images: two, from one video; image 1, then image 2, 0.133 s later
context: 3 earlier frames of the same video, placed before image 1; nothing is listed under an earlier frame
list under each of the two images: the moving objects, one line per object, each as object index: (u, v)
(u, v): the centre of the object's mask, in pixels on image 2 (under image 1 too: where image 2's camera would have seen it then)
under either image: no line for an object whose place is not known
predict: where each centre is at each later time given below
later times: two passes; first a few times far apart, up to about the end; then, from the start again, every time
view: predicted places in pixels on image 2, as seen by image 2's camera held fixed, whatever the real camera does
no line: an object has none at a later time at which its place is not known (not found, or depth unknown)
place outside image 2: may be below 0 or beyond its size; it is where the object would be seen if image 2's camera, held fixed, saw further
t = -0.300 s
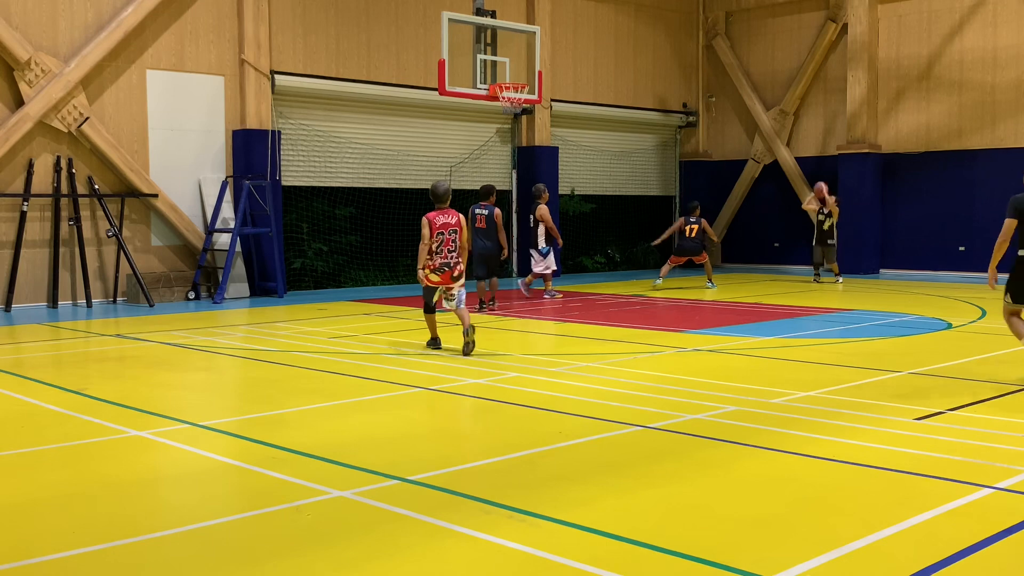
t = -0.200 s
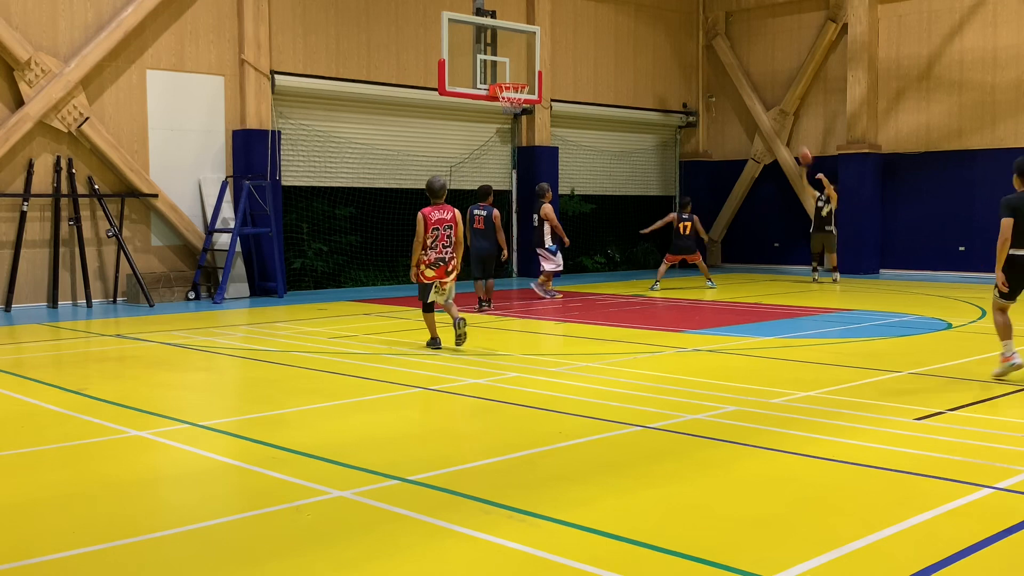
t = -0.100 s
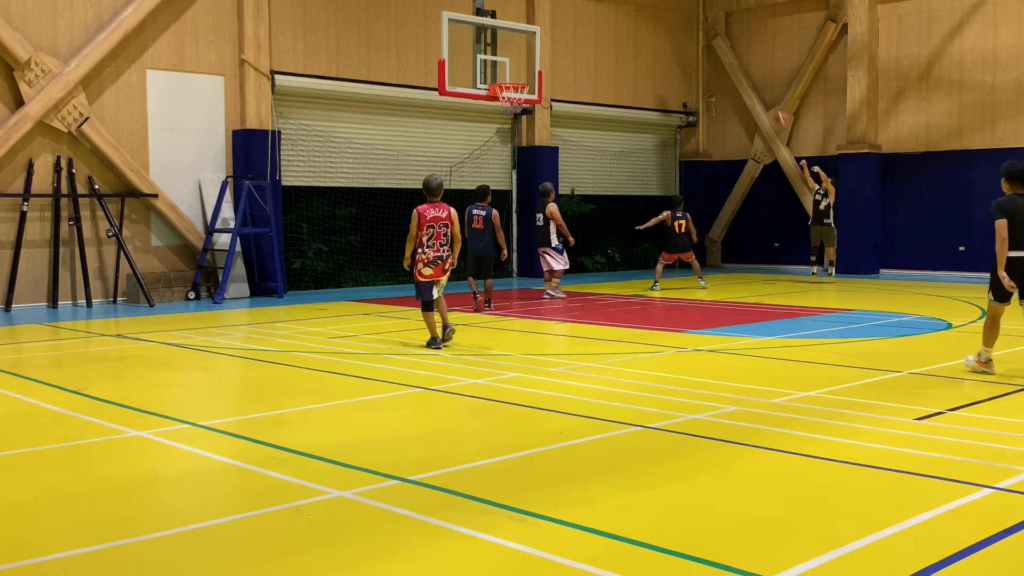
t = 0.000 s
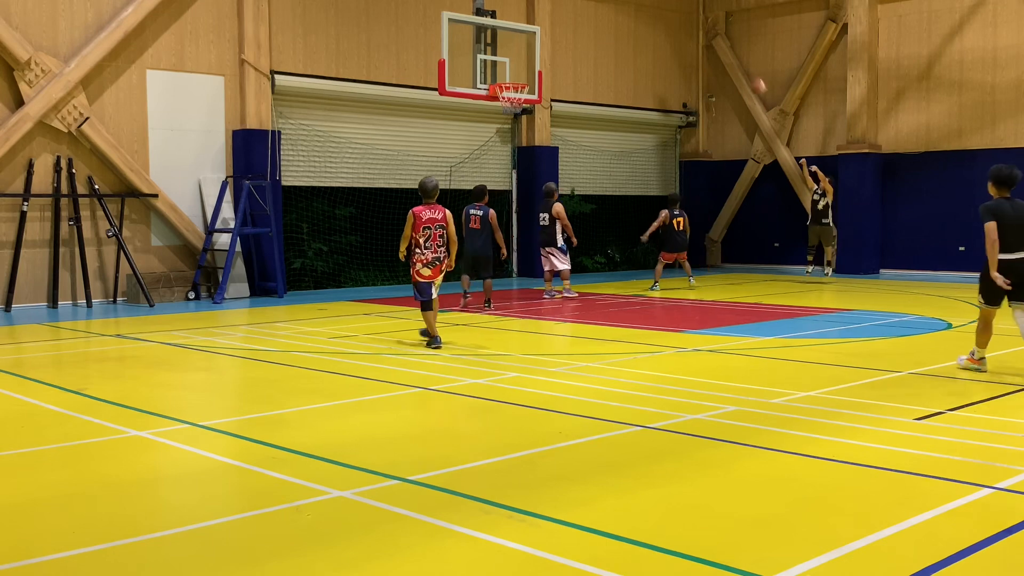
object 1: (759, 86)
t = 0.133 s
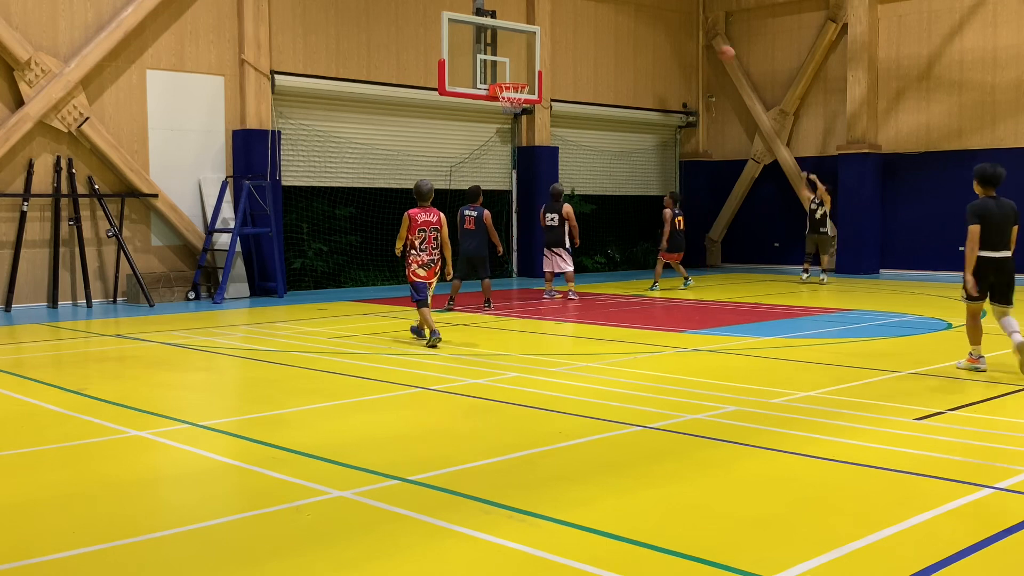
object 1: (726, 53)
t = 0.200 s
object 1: (709, 41)
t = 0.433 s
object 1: (648, 15)
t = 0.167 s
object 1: (718, 46)
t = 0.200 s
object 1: (709, 41)
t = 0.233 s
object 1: (701, 34)
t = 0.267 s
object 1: (693, 29)
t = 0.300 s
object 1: (684, 25)
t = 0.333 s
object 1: (675, 22)
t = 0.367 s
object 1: (666, 18)
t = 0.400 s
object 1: (658, 17)
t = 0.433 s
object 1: (648, 15)
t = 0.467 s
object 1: (640, 14)
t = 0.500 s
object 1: (631, 14)
